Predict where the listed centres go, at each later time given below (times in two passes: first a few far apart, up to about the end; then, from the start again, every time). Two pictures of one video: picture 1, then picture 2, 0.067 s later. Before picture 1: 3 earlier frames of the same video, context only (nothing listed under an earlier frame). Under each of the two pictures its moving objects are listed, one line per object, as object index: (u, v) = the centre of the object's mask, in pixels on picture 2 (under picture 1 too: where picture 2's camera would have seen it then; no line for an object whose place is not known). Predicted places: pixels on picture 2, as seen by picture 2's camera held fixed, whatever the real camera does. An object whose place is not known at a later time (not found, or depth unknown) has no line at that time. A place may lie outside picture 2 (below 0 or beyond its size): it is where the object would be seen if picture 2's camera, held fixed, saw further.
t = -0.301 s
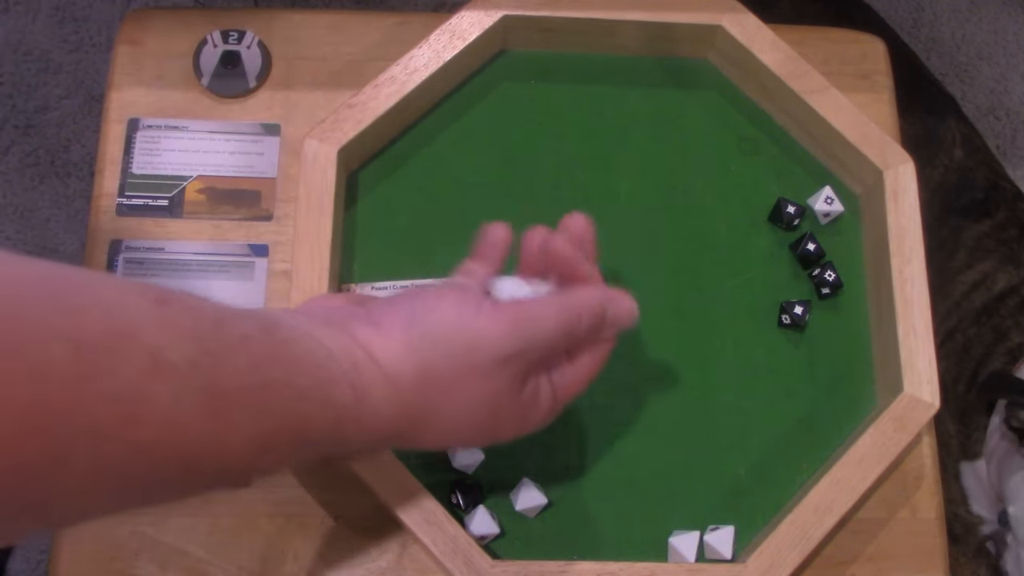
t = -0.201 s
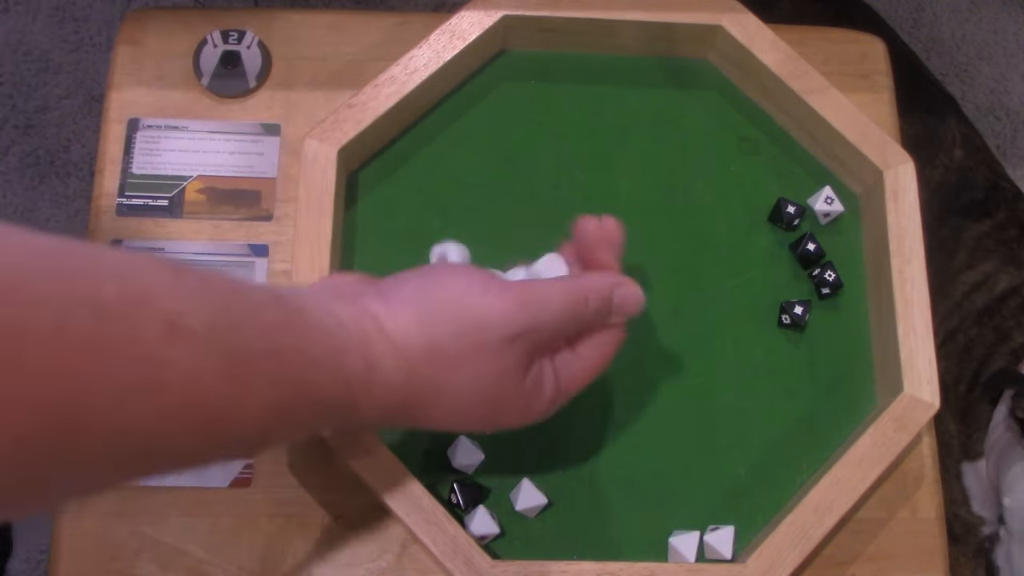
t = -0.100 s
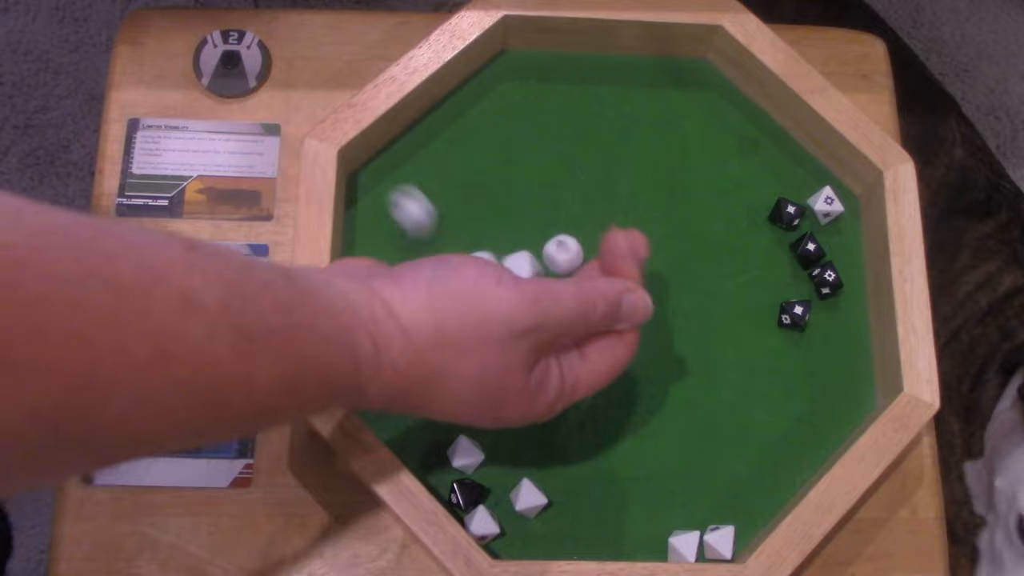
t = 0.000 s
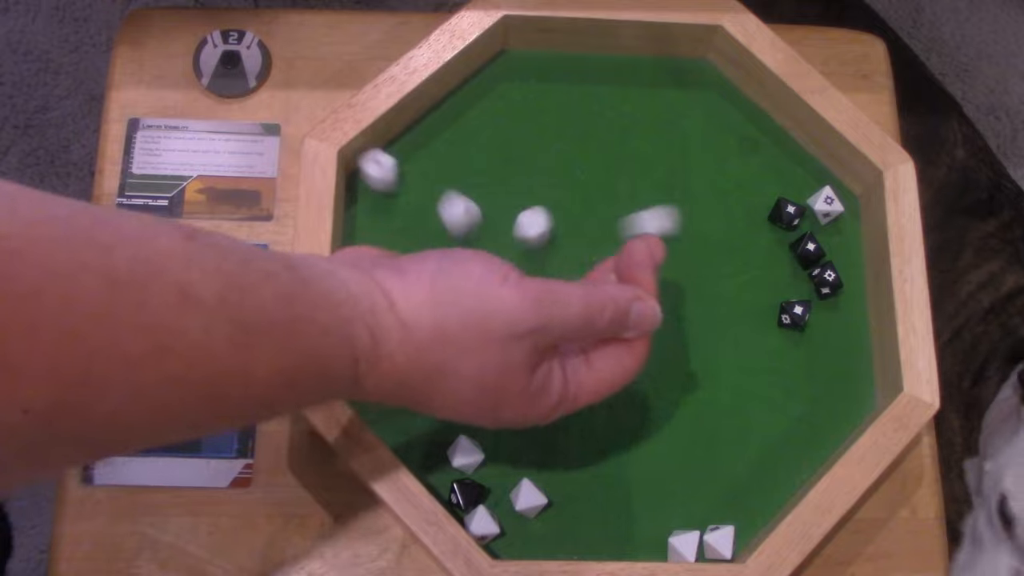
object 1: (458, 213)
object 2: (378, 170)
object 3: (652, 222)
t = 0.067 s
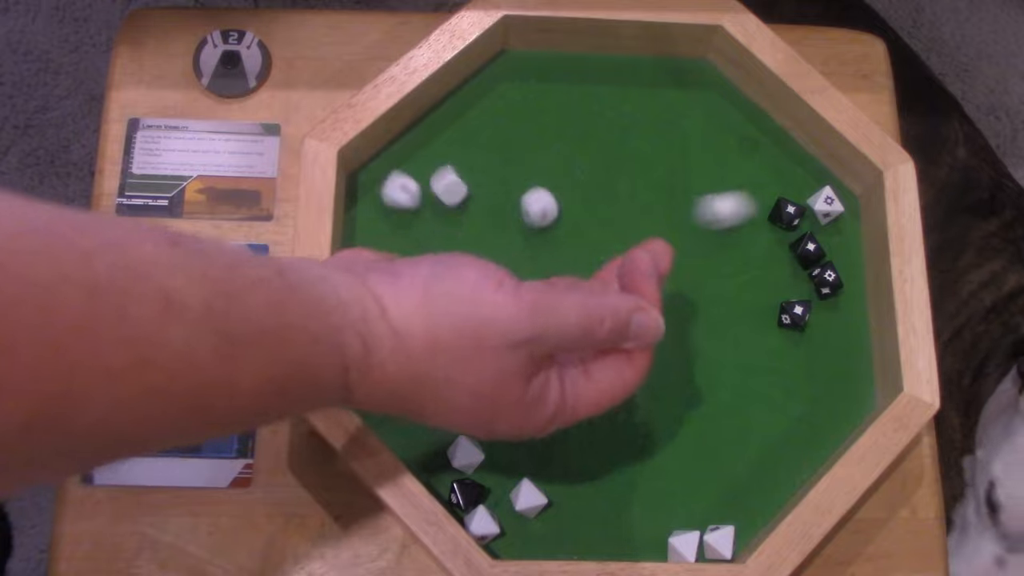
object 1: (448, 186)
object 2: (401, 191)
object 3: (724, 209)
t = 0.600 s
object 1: (458, 190)
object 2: (443, 245)
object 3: (794, 161)
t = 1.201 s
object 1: (458, 190)
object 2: (443, 245)
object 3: (794, 161)
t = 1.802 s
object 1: (458, 190)
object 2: (443, 245)
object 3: (794, 161)
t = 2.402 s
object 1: (459, 190)
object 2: (443, 245)
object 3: (794, 161)
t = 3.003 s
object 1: (459, 190)
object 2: (443, 245)
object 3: (794, 161)
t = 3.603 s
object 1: (459, 190)
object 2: (443, 245)
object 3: (794, 161)
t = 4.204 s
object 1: (459, 190)
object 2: (443, 245)
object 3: (794, 161)
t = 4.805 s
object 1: (459, 190)
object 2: (443, 245)
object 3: (794, 161)
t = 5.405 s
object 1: (459, 190)
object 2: (443, 245)
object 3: (794, 161)
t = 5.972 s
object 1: (459, 190)
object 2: (443, 245)
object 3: (794, 161)
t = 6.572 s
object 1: (459, 190)
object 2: (443, 245)
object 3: (794, 161)
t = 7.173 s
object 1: (458, 190)
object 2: (443, 245)
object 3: (794, 161)
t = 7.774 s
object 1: (459, 190)
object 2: (443, 245)
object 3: (794, 161)
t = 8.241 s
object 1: (459, 190)
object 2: (443, 245)
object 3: (794, 161)
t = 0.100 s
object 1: (449, 181)
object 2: (406, 200)
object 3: (758, 203)
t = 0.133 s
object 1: (454, 179)
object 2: (415, 208)
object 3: (773, 190)
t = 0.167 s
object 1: (457, 180)
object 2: (423, 217)
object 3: (783, 181)
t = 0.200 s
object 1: (460, 186)
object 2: (428, 226)
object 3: (789, 172)
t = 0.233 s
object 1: (459, 191)
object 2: (430, 229)
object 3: (794, 165)
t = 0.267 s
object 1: (458, 190)
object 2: (433, 231)
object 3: (799, 158)
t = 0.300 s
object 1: (459, 188)
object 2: (437, 233)
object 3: (799, 158)
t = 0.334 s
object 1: (459, 189)
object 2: (441, 238)
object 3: (792, 160)
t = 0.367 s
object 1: (458, 190)
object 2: (442, 245)
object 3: (788, 160)
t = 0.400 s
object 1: (459, 189)
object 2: (443, 246)
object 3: (788, 160)
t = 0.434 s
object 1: (459, 190)
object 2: (442, 244)
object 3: (793, 161)
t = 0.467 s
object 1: (459, 190)
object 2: (443, 244)
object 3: (796, 160)
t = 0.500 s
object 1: (459, 190)
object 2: (443, 245)
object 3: (795, 161)
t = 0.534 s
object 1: (458, 190)
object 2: (443, 245)
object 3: (793, 161)
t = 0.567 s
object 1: (458, 190)
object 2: (443, 245)
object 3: (794, 161)
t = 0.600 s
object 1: (458, 190)
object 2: (443, 245)
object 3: (794, 161)
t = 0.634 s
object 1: (458, 190)
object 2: (443, 245)
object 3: (794, 161)
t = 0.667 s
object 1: (458, 190)
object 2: (443, 245)
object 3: (794, 161)
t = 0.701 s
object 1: (459, 190)
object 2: (443, 245)
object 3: (794, 161)
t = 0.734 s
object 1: (459, 190)
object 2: (443, 245)
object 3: (794, 161)
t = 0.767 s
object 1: (459, 190)
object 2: (443, 245)
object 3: (794, 161)
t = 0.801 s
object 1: (459, 190)
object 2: (443, 245)
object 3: (794, 161)
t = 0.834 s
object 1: (459, 190)
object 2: (443, 245)
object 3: (794, 161)
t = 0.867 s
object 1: (459, 190)
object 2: (443, 245)
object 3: (794, 161)
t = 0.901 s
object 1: (459, 190)
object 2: (443, 245)
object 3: (794, 161)
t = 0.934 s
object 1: (459, 190)
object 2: (443, 245)
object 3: (794, 161)
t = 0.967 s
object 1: (459, 190)
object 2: (443, 245)
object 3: (794, 161)
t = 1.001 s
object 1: (459, 190)
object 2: (443, 245)
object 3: (794, 161)
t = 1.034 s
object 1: (459, 190)
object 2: (443, 245)
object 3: (794, 161)
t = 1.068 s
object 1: (459, 190)
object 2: (443, 245)
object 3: (794, 161)
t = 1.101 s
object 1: (459, 190)
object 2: (443, 245)
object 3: (794, 161)
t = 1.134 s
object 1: (459, 189)
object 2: (443, 245)
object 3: (794, 161)
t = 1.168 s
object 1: (459, 190)
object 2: (443, 245)
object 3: (794, 161)
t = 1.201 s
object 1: (458, 190)
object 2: (443, 245)
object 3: (794, 161)
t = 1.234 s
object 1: (458, 190)
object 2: (443, 245)
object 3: (794, 161)
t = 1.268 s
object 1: (458, 190)
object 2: (443, 245)
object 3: (794, 161)
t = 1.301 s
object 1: (458, 190)
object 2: (443, 245)
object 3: (794, 161)
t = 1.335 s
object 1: (459, 190)
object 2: (443, 245)
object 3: (794, 161)
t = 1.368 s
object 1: (458, 190)
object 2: (443, 245)
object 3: (794, 161)
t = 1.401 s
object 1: (459, 190)
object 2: (443, 245)
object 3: (794, 161)
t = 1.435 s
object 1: (458, 190)
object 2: (443, 245)
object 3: (794, 161)
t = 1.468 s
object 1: (458, 190)
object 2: (443, 245)
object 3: (794, 161)
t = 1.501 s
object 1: (458, 190)
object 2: (443, 245)
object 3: (794, 161)
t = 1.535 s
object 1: (459, 190)
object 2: (443, 245)
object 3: (794, 161)
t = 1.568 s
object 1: (458, 190)
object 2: (443, 245)
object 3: (794, 161)
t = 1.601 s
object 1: (458, 190)
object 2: (443, 245)
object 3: (794, 161)
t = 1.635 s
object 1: (459, 190)
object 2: (443, 245)
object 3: (794, 161)
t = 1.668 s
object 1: (459, 190)
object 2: (443, 245)
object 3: (794, 161)
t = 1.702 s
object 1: (458, 190)
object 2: (443, 245)
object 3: (794, 161)
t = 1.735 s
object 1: (458, 190)
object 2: (443, 245)
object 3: (794, 161)
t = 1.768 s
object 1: (458, 190)
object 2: (443, 245)
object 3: (794, 161)
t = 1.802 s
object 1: (458, 190)
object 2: (443, 245)
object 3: (794, 161)
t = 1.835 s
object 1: (458, 190)
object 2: (443, 245)
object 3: (794, 161)
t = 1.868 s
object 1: (459, 190)
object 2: (443, 245)
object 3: (794, 161)
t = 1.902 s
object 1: (459, 190)
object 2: (443, 245)
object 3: (794, 161)
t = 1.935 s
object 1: (459, 190)
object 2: (443, 245)
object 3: (794, 161)
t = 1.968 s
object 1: (458, 190)
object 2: (443, 245)
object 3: (794, 161)
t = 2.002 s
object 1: (458, 190)
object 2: (443, 245)
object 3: (794, 161)
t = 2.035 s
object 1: (458, 190)
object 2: (443, 245)
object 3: (794, 161)
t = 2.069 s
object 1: (459, 190)
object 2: (443, 245)
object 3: (794, 161)
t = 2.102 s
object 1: (458, 190)
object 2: (443, 245)
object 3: (794, 161)
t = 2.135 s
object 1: (459, 190)
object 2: (443, 245)
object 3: (794, 161)
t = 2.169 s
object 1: (459, 190)
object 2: (443, 245)
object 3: (794, 161)
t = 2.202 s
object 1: (458, 190)
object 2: (443, 245)
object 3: (794, 161)
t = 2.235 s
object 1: (459, 190)
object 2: (443, 245)
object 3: (794, 161)
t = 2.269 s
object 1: (459, 190)
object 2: (443, 245)
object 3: (794, 161)
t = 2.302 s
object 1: (459, 190)
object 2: (443, 245)
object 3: (794, 161)
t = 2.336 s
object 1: (459, 190)
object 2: (443, 245)
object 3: (794, 161)
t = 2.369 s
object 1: (459, 190)
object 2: (443, 245)
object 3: (794, 161)
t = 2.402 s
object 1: (459, 190)
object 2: (443, 245)
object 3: (794, 161)
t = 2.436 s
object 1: (459, 190)
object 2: (443, 245)
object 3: (794, 161)
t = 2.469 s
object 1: (459, 190)
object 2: (443, 245)
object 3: (794, 161)
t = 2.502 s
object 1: (459, 190)
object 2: (443, 245)
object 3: (794, 161)
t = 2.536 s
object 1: (459, 190)
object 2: (443, 245)
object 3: (794, 161)
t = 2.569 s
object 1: (459, 190)
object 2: (443, 245)
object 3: (794, 161)
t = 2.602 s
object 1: (459, 190)
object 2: (443, 245)
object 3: (794, 161)
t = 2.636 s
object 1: (459, 190)
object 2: (443, 245)
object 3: (794, 161)
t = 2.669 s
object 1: (458, 190)
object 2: (443, 245)
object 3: (794, 161)
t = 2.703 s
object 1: (459, 190)
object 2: (443, 245)
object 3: (794, 161)
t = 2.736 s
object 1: (459, 190)
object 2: (443, 245)
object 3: (794, 161)
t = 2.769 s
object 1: (459, 190)
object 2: (443, 245)
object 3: (794, 161)
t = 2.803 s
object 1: (459, 189)
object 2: (443, 245)
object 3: (794, 161)
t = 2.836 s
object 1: (459, 190)
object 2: (443, 245)
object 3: (794, 161)
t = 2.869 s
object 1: (459, 190)
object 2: (443, 245)
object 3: (794, 161)
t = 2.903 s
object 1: (459, 190)
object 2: (443, 245)
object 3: (794, 161)
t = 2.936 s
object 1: (459, 189)
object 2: (443, 245)
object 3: (794, 161)
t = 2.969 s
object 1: (459, 190)
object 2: (443, 245)
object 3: (794, 161)
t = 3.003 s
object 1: (459, 190)
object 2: (443, 245)
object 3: (794, 161)
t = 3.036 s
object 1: (459, 190)
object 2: (443, 245)
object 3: (794, 161)
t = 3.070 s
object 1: (459, 190)
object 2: (443, 245)
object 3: (794, 161)
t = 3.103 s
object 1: (459, 190)
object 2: (443, 245)
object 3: (794, 161)
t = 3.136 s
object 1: (459, 190)
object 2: (443, 245)
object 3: (794, 161)
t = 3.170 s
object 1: (459, 190)
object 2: (443, 245)
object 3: (794, 161)
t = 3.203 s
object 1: (459, 190)
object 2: (443, 245)
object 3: (794, 161)
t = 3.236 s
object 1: (459, 190)
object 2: (443, 245)
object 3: (794, 161)
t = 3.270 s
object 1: (459, 190)
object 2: (443, 245)
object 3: (794, 161)
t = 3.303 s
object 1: (458, 190)
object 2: (443, 245)
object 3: (794, 161)
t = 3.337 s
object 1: (459, 190)
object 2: (443, 245)
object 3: (794, 161)
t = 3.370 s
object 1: (459, 190)
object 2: (443, 245)
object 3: (794, 161)
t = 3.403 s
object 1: (459, 190)
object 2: (443, 245)
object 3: (794, 161)
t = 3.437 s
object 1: (459, 190)
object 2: (443, 245)
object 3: (794, 161)
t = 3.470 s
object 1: (459, 190)
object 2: (443, 245)
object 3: (794, 161)
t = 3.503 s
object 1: (458, 190)
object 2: (443, 245)
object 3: (794, 161)
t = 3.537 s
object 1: (459, 190)
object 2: (443, 245)
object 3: (794, 161)
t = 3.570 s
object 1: (459, 190)
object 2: (443, 245)
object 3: (794, 161)
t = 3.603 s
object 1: (459, 190)
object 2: (443, 245)
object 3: (794, 161)
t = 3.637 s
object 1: (458, 190)
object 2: (443, 245)
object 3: (794, 161)
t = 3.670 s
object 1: (459, 190)
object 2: (443, 245)
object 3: (794, 161)
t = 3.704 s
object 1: (458, 190)
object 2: (443, 245)
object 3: (794, 161)
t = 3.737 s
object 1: (459, 190)
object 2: (443, 245)
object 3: (794, 161)
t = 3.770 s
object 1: (459, 190)
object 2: (443, 245)
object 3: (794, 161)
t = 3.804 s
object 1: (458, 190)
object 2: (443, 245)
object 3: (794, 161)
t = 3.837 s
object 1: (459, 190)
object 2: (443, 245)
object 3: (794, 161)
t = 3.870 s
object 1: (459, 190)
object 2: (443, 245)
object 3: (794, 161)
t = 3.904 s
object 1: (459, 190)
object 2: (443, 245)
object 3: (794, 161)
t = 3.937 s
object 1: (458, 190)
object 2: (443, 245)
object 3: (794, 161)
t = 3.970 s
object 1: (458, 190)
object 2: (443, 245)
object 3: (794, 161)
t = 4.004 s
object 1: (458, 190)
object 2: (443, 245)
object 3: (794, 161)
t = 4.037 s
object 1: (458, 190)
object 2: (443, 245)
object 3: (794, 161)
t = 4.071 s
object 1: (459, 190)
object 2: (443, 245)
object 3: (794, 161)
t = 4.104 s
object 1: (458, 190)
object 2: (443, 245)
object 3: (794, 161)
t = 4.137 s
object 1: (459, 190)
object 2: (443, 245)
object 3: (794, 161)
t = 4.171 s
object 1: (458, 190)
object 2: (443, 245)
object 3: (794, 161)
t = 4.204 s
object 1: (459, 190)
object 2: (443, 245)
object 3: (794, 161)
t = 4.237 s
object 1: (458, 190)
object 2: (443, 245)
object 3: (794, 161)
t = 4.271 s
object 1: (459, 190)
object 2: (443, 245)
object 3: (794, 161)
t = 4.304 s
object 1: (459, 190)
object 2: (443, 245)
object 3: (794, 161)
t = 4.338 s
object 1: (459, 190)
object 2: (443, 245)
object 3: (794, 161)
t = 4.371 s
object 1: (458, 190)
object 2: (443, 245)
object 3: (794, 161)
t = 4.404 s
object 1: (459, 190)
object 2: (443, 245)
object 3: (794, 161)
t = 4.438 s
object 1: (459, 190)
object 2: (443, 245)
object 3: (794, 161)
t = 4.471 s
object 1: (459, 190)
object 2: (443, 245)
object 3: (794, 161)
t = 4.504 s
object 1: (458, 190)
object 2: (443, 245)
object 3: (794, 161)
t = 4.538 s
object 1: (458, 190)
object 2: (443, 245)
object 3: (794, 161)
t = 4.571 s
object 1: (459, 190)
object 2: (443, 245)
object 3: (794, 161)
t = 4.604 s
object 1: (459, 190)
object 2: (443, 245)
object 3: (794, 161)
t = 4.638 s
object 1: (458, 190)
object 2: (443, 245)
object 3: (794, 161)
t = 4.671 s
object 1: (459, 190)
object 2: (443, 245)
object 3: (794, 161)
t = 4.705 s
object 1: (459, 190)
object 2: (443, 245)
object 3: (794, 161)
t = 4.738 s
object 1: (459, 190)
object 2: (443, 245)
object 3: (794, 161)
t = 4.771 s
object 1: (459, 190)
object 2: (443, 245)
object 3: (794, 161)
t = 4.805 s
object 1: (459, 190)
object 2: (443, 245)
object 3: (794, 161)
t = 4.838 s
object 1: (459, 190)
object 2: (443, 245)
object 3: (794, 161)
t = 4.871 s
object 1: (459, 190)
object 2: (443, 245)
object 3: (794, 161)
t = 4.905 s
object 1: (459, 190)
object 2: (443, 245)
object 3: (794, 161)
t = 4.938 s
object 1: (459, 190)
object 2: (443, 245)
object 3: (794, 161)
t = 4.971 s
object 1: (459, 190)
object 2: (443, 245)
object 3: (794, 161)
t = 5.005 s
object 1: (459, 190)
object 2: (443, 245)
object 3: (794, 161)
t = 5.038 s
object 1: (459, 190)
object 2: (443, 245)
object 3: (794, 161)
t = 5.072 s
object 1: (459, 190)
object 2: (443, 245)
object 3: (794, 161)
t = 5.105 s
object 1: (459, 190)
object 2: (443, 245)
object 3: (794, 161)
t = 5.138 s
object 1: (459, 190)
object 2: (443, 245)
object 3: (794, 161)
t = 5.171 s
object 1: (459, 190)
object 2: (443, 245)
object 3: (794, 161)
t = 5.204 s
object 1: (459, 190)
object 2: (443, 245)
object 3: (794, 161)
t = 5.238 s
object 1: (459, 190)
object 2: (443, 245)
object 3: (794, 161)
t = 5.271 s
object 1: (459, 190)
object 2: (443, 245)
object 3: (794, 161)
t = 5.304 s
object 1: (459, 190)
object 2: (443, 245)
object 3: (794, 161)
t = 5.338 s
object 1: (459, 190)
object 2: (443, 245)
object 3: (794, 161)
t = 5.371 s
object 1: (459, 190)
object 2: (443, 245)
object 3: (794, 161)
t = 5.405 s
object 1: (459, 190)
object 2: (443, 245)
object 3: (794, 161)
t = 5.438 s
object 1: (459, 190)
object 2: (443, 245)
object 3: (794, 161)
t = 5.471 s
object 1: (459, 190)
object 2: (443, 245)
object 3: (794, 161)
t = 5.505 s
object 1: (459, 190)
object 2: (443, 245)
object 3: (794, 161)
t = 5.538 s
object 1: (459, 190)
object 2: (443, 245)
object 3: (794, 161)
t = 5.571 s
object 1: (459, 190)
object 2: (443, 245)
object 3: (794, 161)
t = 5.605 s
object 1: (459, 190)
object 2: (443, 245)
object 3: (794, 161)
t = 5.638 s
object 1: (459, 190)
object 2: (443, 245)
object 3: (794, 161)
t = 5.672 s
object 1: (459, 190)
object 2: (443, 245)
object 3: (794, 161)
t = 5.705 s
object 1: (459, 190)
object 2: (443, 245)
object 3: (794, 161)
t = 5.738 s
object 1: (459, 190)
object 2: (443, 245)
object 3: (794, 161)
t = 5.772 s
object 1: (459, 190)
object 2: (443, 245)
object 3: (794, 161)
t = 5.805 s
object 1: (459, 190)
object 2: (443, 245)
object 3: (794, 161)
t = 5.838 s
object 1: (459, 190)
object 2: (443, 245)
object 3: (794, 161)
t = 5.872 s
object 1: (459, 190)
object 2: (443, 245)
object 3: (794, 161)
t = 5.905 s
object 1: (459, 190)
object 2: (443, 245)
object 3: (794, 161)
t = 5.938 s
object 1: (459, 190)
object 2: (443, 245)
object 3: (794, 161)
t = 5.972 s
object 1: (459, 190)
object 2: (443, 245)
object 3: (794, 161)
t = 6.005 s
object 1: (459, 190)
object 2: (443, 245)
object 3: (794, 161)
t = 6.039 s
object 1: (459, 190)
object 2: (443, 245)
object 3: (794, 161)
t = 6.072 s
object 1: (459, 190)
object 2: (443, 245)
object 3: (794, 161)
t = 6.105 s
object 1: (459, 190)
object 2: (443, 245)
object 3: (794, 161)
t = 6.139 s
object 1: (459, 190)
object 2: (443, 245)
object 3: (794, 161)
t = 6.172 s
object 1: (459, 190)
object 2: (443, 245)
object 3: (794, 161)
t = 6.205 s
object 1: (459, 190)
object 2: (443, 245)
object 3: (794, 161)
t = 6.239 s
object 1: (459, 190)
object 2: (443, 245)
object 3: (794, 161)
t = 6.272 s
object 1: (459, 190)
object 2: (443, 245)
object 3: (794, 161)
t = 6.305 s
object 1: (459, 190)
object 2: (443, 245)
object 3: (794, 161)
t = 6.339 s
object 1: (459, 190)
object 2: (443, 245)
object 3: (794, 161)
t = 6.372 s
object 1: (459, 190)
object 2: (443, 245)
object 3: (794, 161)
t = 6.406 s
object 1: (459, 190)
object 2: (443, 245)
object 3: (794, 161)
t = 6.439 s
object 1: (459, 190)
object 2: (443, 245)
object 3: (794, 161)
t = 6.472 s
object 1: (459, 190)
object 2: (443, 245)
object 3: (794, 161)
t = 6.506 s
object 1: (459, 190)
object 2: (443, 245)
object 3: (794, 161)
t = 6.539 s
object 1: (459, 190)
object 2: (443, 245)
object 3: (794, 161)
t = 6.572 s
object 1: (459, 190)
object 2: (443, 245)
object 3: (794, 161)
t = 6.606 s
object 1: (459, 190)
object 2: (443, 245)
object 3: (794, 161)
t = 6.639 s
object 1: (459, 190)
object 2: (443, 245)
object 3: (794, 161)
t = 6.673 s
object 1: (459, 190)
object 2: (443, 245)
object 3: (794, 161)
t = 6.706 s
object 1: (459, 190)
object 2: (443, 245)
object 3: (794, 161)
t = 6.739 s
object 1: (459, 190)
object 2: (443, 245)
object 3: (794, 161)
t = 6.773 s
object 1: (459, 190)
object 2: (443, 245)
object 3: (794, 161)
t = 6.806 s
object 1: (459, 190)
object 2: (443, 245)
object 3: (794, 161)
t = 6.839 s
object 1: (459, 190)
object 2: (443, 245)
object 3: (794, 161)
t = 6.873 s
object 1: (459, 190)
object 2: (443, 245)
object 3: (794, 161)
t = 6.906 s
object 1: (459, 190)
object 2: (443, 245)
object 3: (794, 161)
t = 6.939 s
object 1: (459, 190)
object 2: (443, 245)
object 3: (794, 161)
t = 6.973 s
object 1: (459, 190)
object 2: (443, 245)
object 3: (794, 161)
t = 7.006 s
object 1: (459, 190)
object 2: (443, 245)
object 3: (794, 161)
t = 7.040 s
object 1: (459, 190)
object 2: (443, 245)
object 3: (794, 161)
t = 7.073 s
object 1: (459, 190)
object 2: (443, 245)
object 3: (794, 161)
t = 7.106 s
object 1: (459, 190)
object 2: (443, 245)
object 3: (794, 161)
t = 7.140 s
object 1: (459, 190)
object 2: (443, 245)
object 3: (794, 161)
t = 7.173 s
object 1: (458, 190)
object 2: (443, 245)
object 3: (794, 161)
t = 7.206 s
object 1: (458, 190)
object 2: (443, 245)
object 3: (794, 161)
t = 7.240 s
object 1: (459, 190)
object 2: (443, 245)
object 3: (794, 161)
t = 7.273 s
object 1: (458, 190)
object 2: (443, 245)
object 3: (794, 161)
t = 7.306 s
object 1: (458, 190)
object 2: (443, 245)
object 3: (794, 161)
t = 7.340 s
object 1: (459, 190)
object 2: (443, 245)
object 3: (794, 161)
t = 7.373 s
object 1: (458, 190)
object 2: (443, 245)
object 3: (794, 161)
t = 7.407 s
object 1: (458, 190)
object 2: (443, 245)
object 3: (794, 161)
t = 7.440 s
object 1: (458, 190)
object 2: (443, 245)
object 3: (794, 161)
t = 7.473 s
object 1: (459, 190)
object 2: (443, 245)
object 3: (794, 161)
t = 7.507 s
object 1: (459, 190)
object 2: (443, 245)
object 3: (794, 161)
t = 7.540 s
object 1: (458, 190)
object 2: (443, 245)
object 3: (794, 161)
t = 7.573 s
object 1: (458, 190)
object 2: (443, 245)
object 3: (794, 161)
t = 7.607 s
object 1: (458, 190)
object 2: (443, 245)
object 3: (794, 161)
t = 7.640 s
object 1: (459, 190)
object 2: (443, 245)
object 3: (794, 161)
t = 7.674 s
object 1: (458, 190)
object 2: (443, 245)
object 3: (794, 161)
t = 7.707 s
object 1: (458, 190)
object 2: (443, 245)
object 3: (794, 161)
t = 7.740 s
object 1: (458, 190)
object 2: (443, 245)
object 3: (794, 161)
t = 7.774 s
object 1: (459, 190)
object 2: (443, 245)
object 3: (794, 161)
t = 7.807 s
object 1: (459, 190)
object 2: (443, 245)
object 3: (794, 161)
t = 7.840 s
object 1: (458, 190)
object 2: (443, 245)
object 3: (794, 161)
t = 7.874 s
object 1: (458, 190)
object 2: (443, 245)
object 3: (794, 161)
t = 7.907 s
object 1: (458, 190)
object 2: (443, 245)
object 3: (794, 161)
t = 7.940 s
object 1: (459, 190)
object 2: (443, 245)
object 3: (794, 161)
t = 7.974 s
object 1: (459, 190)
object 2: (443, 245)
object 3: (794, 161)
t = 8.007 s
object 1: (459, 190)
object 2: (443, 245)
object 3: (794, 161)
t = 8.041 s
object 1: (458, 190)
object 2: (443, 245)
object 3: (794, 161)
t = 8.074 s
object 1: (459, 190)
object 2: (443, 245)
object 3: (794, 161)
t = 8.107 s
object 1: (458, 190)
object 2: (443, 245)
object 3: (794, 161)
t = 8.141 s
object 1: (458, 190)
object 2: (443, 245)
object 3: (794, 161)
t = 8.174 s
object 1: (459, 190)
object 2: (443, 245)
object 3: (794, 161)
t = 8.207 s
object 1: (459, 190)
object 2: (443, 245)
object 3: (794, 161)
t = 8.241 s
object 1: (459, 190)
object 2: (443, 245)
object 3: (794, 161)
